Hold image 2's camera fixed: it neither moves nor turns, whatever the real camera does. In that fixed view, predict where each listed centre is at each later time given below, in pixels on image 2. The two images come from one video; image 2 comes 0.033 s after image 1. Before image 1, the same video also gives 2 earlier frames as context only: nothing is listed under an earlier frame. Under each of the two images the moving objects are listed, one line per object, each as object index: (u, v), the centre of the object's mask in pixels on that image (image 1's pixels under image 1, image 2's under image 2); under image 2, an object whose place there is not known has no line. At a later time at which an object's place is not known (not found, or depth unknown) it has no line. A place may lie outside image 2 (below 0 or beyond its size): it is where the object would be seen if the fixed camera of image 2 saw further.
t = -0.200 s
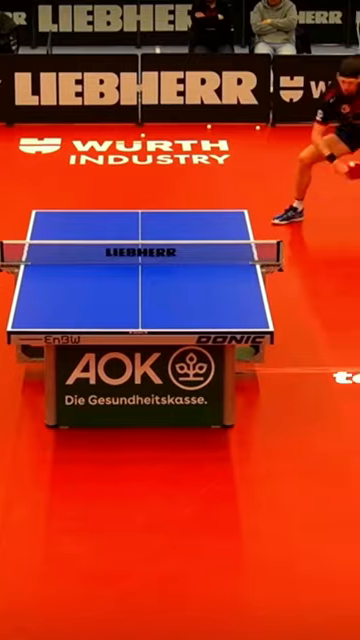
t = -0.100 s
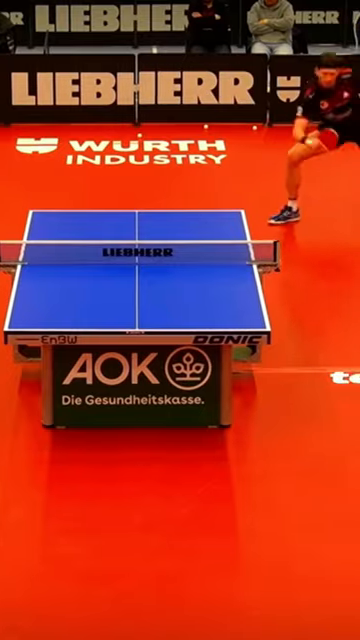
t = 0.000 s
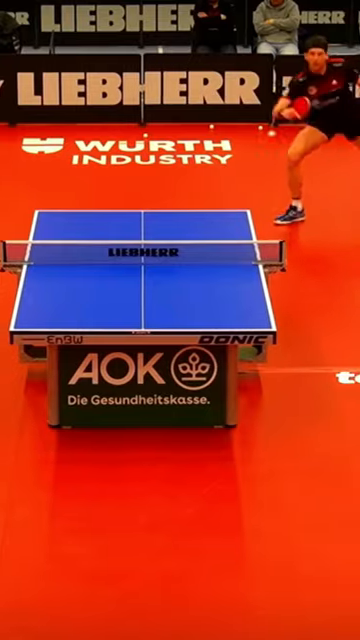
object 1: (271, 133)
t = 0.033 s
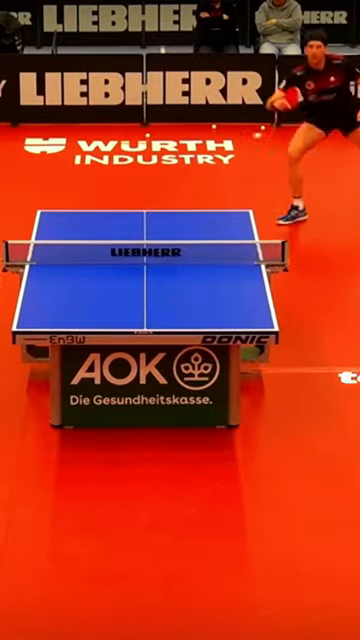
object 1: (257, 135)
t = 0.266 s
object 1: (179, 199)
